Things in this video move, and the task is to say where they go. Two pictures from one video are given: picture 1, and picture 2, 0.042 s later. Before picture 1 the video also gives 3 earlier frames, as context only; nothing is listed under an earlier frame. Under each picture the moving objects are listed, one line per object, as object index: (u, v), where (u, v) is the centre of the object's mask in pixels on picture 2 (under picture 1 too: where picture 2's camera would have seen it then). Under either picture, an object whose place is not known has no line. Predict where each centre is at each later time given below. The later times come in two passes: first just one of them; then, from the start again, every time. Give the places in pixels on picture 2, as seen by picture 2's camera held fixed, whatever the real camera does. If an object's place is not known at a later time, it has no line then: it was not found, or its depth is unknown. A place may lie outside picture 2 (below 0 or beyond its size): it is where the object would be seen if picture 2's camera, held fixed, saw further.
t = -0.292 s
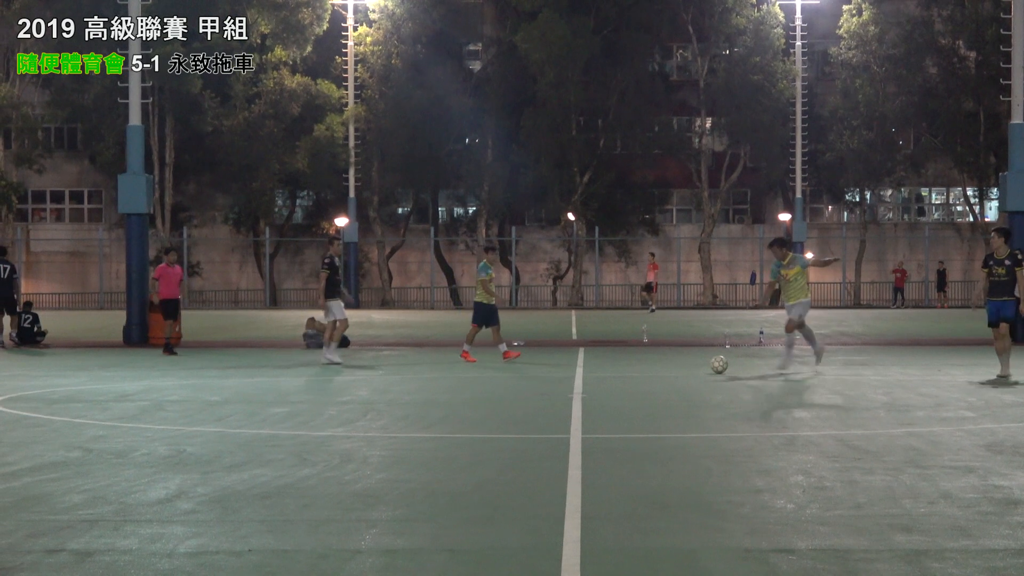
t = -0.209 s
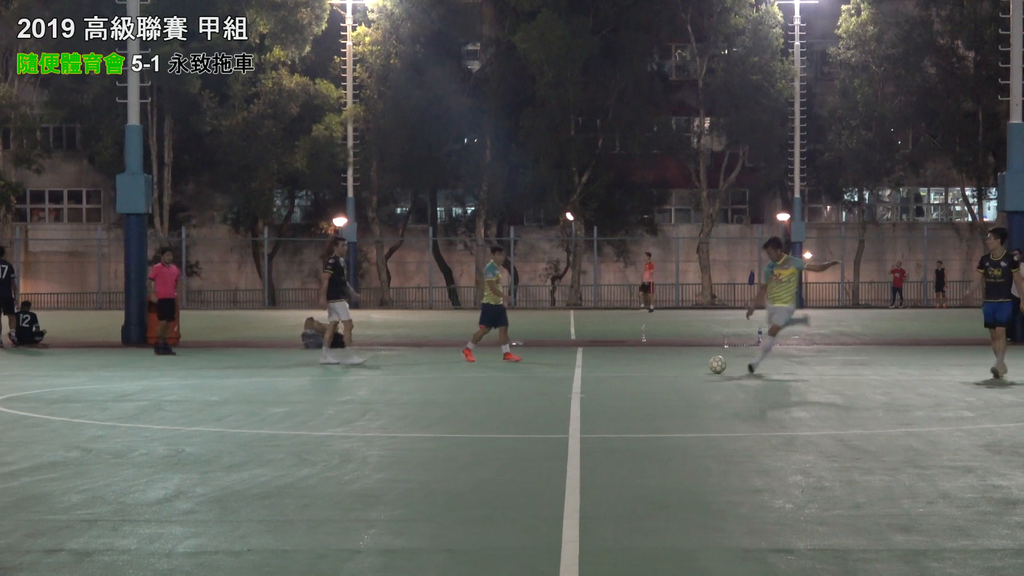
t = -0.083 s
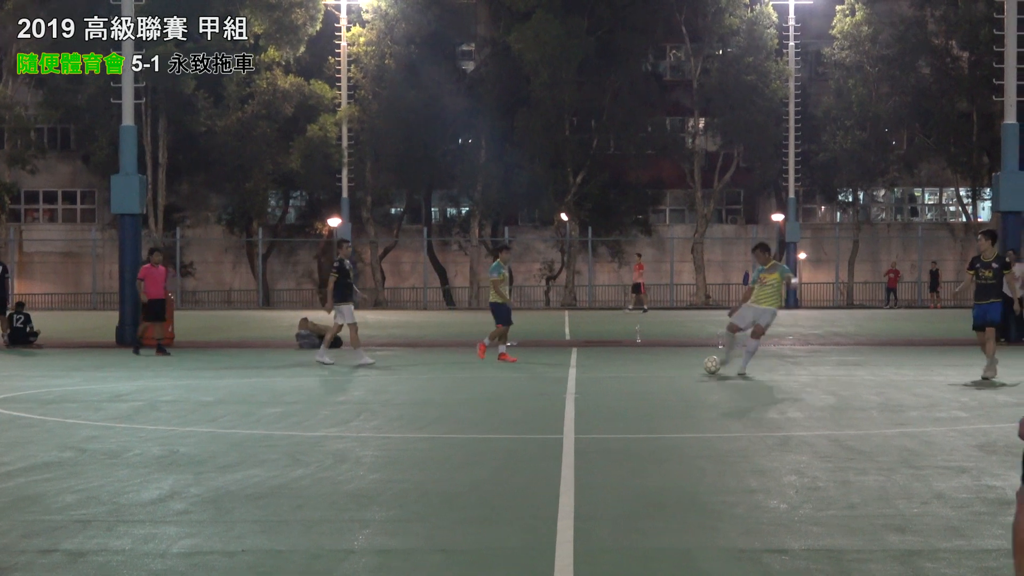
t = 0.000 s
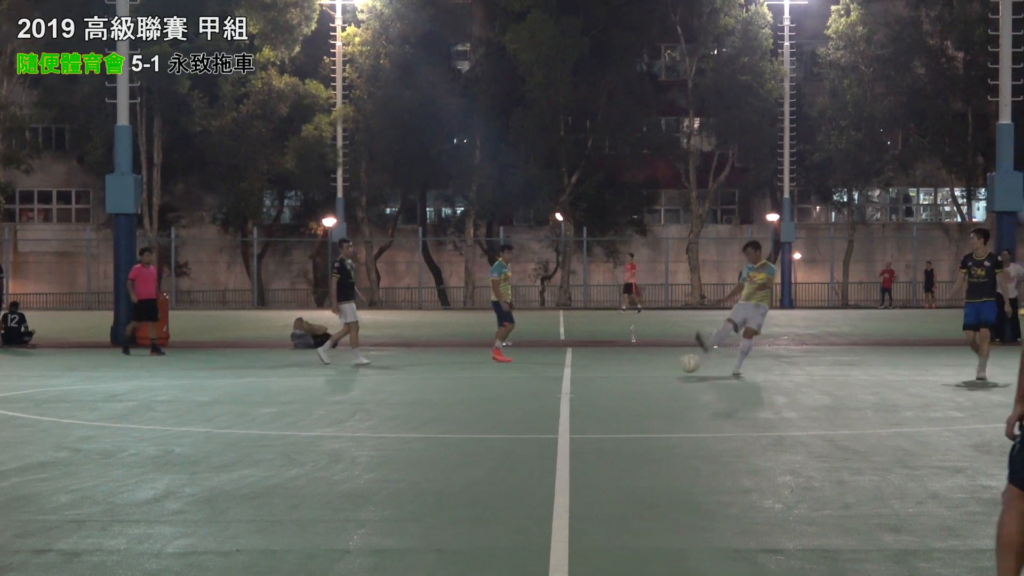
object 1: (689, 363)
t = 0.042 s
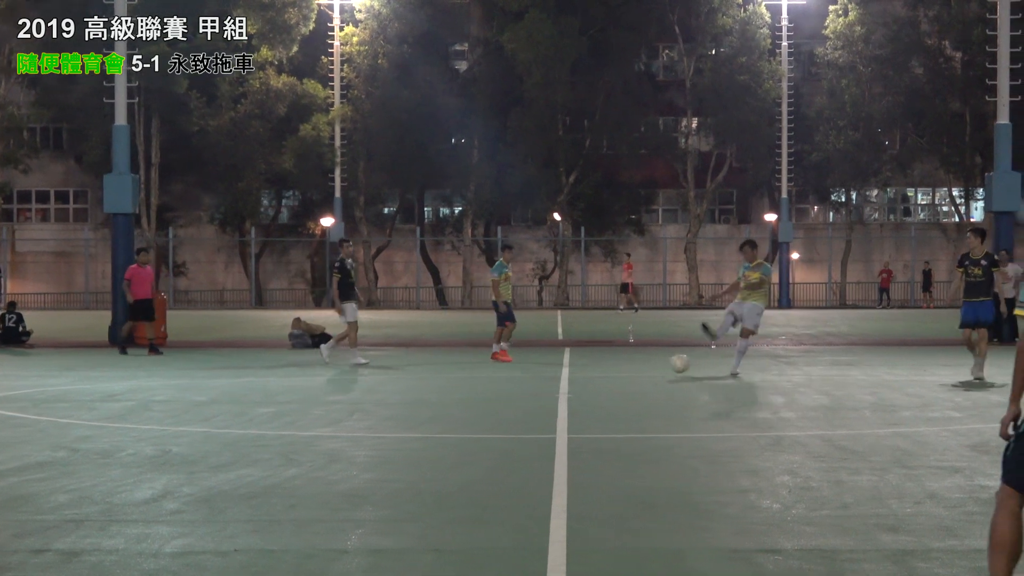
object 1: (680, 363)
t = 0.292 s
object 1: (633, 380)
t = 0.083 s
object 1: (668, 367)
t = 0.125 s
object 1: (661, 373)
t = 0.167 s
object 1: (651, 375)
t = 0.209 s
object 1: (645, 375)
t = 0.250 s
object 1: (637, 377)
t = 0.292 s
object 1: (633, 380)
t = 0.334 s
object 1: (625, 390)
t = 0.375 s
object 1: (622, 389)
